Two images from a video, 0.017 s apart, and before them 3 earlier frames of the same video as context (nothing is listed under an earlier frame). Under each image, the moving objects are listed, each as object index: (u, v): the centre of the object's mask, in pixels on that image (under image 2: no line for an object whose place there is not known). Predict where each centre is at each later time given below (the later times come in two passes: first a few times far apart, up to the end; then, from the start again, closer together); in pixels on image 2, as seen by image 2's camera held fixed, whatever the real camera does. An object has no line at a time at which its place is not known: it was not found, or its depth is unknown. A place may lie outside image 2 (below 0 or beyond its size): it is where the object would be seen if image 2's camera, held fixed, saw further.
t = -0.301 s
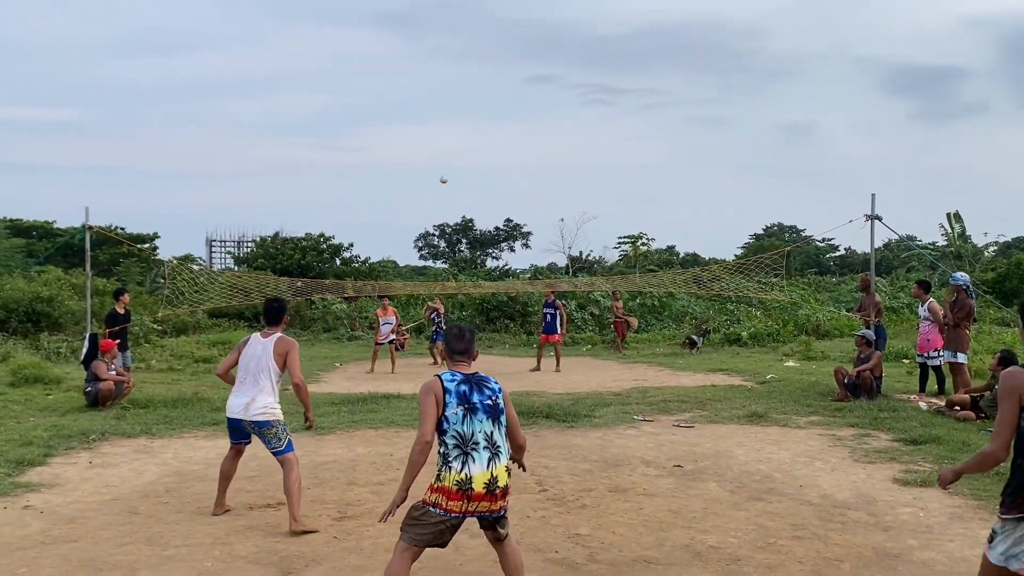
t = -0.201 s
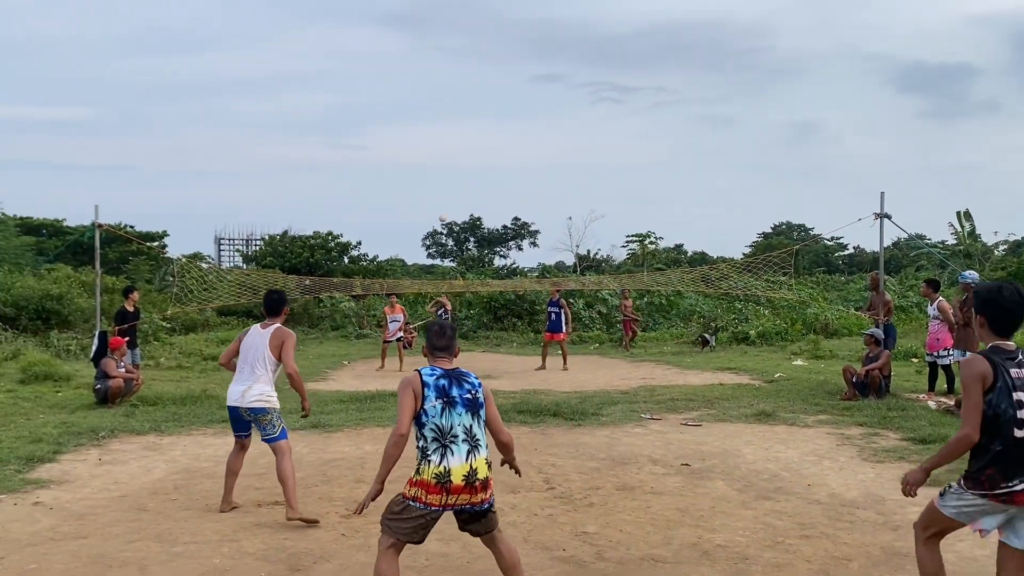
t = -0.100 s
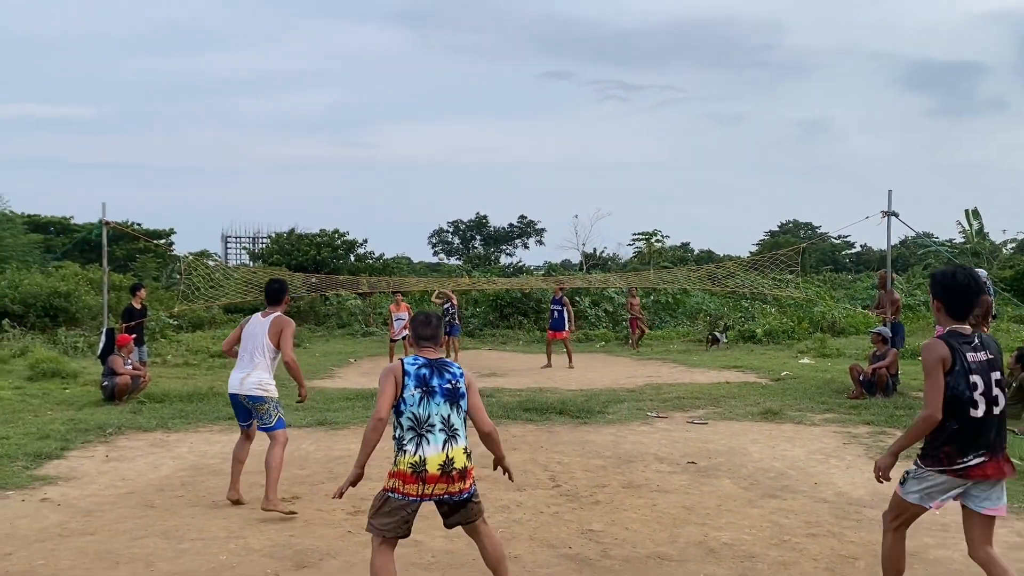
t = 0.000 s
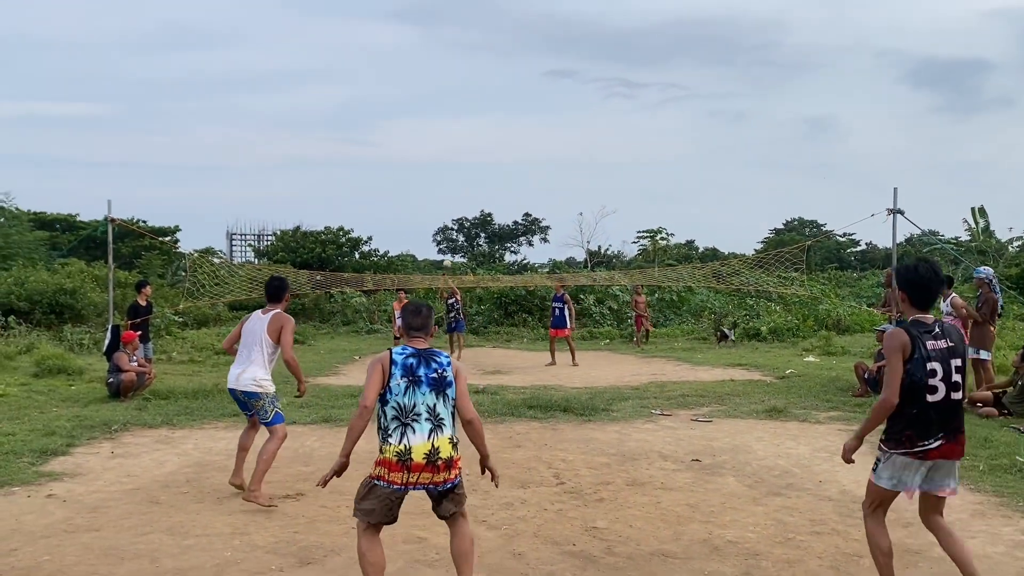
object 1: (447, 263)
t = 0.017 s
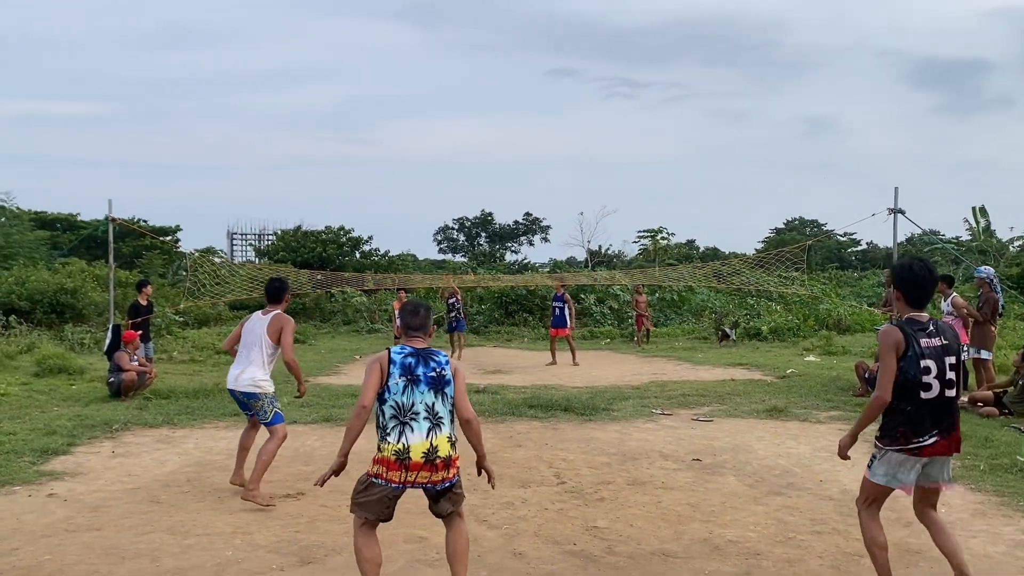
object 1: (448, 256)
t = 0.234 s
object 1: (476, 198)
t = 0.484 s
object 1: (519, 139)
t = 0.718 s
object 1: (575, 103)
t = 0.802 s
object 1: (601, 98)
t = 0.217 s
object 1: (474, 203)
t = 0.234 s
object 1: (476, 198)
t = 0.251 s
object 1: (479, 194)
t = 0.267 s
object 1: (481, 190)
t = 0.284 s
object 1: (484, 185)
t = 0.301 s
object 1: (486, 182)
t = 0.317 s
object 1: (489, 177)
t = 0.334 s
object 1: (492, 173)
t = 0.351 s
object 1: (494, 169)
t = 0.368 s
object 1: (497, 165)
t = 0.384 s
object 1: (500, 161)
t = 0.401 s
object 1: (503, 158)
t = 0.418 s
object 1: (506, 154)
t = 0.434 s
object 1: (509, 150)
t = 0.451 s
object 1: (512, 146)
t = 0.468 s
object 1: (515, 143)
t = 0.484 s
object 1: (519, 139)
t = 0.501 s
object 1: (522, 136)
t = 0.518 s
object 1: (526, 132)
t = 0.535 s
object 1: (529, 129)
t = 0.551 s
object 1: (533, 126)
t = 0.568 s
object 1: (537, 123)
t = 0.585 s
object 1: (541, 120)
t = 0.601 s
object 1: (544, 118)
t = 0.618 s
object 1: (549, 115)
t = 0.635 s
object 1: (553, 113)
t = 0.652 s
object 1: (557, 110)
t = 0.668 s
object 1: (561, 109)
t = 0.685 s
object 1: (566, 107)
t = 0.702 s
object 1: (570, 105)
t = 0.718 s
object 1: (575, 103)
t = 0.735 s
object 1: (580, 102)
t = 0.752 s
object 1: (585, 101)
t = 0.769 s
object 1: (590, 100)
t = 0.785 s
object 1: (595, 99)
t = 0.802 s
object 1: (601, 98)
